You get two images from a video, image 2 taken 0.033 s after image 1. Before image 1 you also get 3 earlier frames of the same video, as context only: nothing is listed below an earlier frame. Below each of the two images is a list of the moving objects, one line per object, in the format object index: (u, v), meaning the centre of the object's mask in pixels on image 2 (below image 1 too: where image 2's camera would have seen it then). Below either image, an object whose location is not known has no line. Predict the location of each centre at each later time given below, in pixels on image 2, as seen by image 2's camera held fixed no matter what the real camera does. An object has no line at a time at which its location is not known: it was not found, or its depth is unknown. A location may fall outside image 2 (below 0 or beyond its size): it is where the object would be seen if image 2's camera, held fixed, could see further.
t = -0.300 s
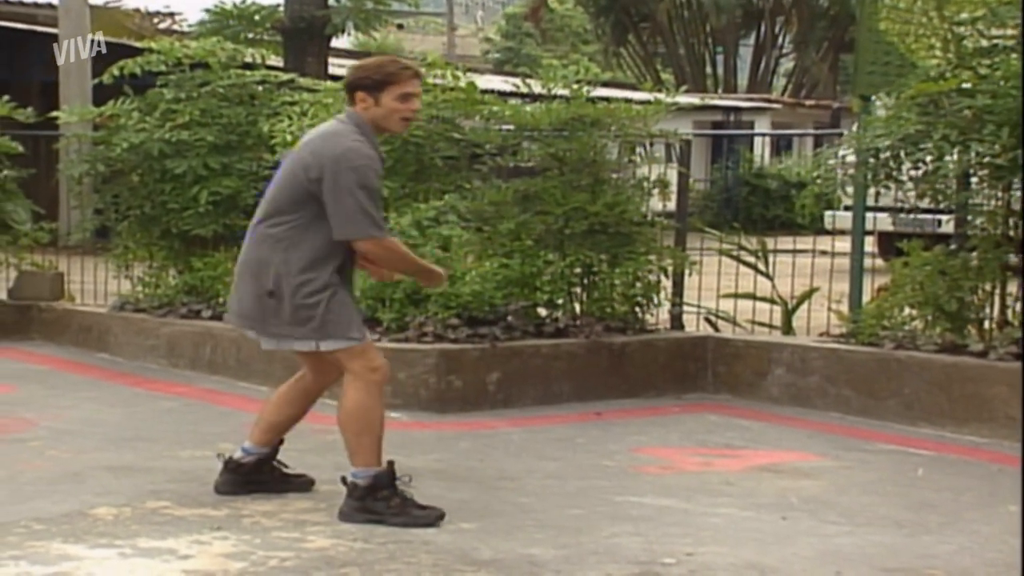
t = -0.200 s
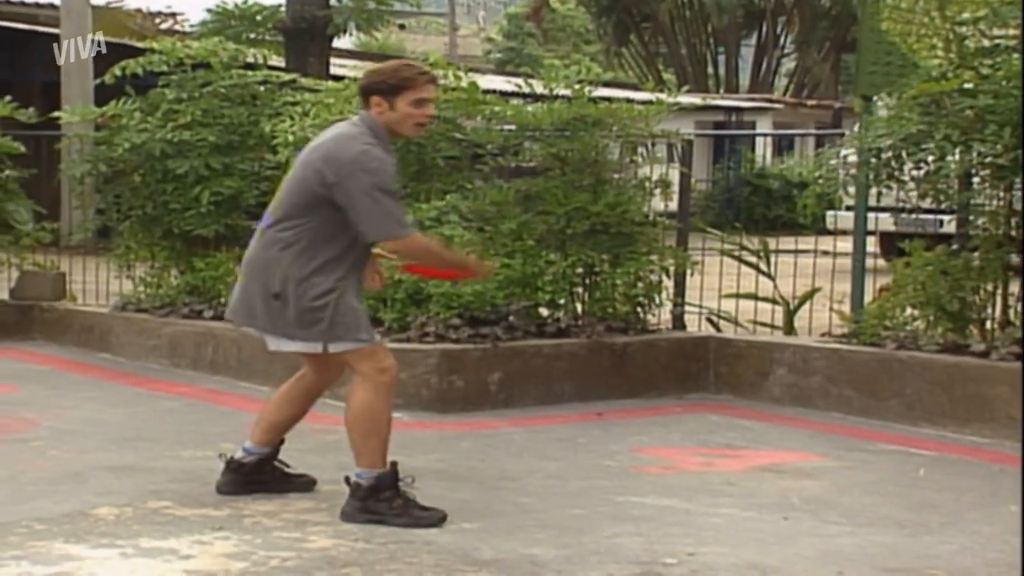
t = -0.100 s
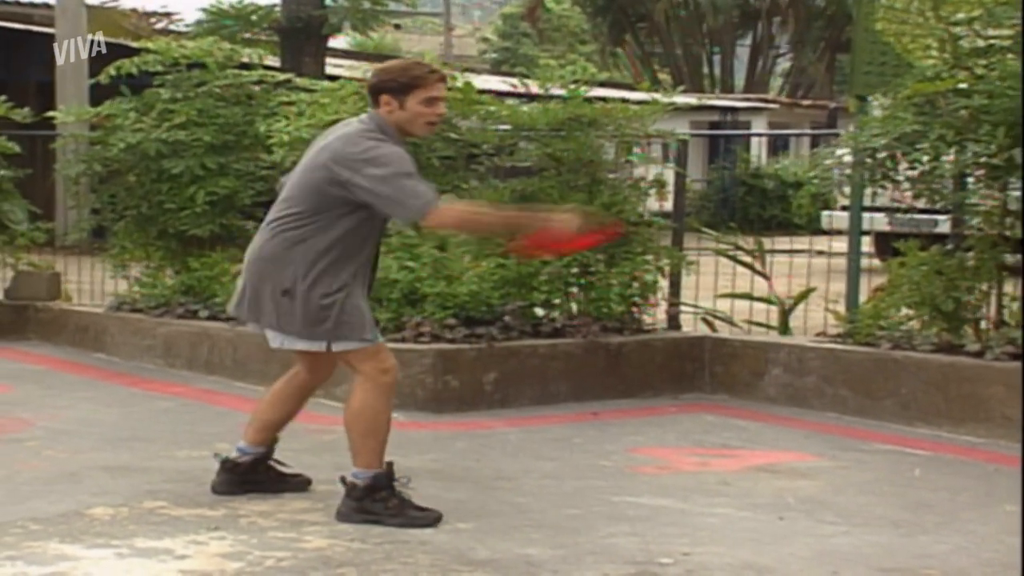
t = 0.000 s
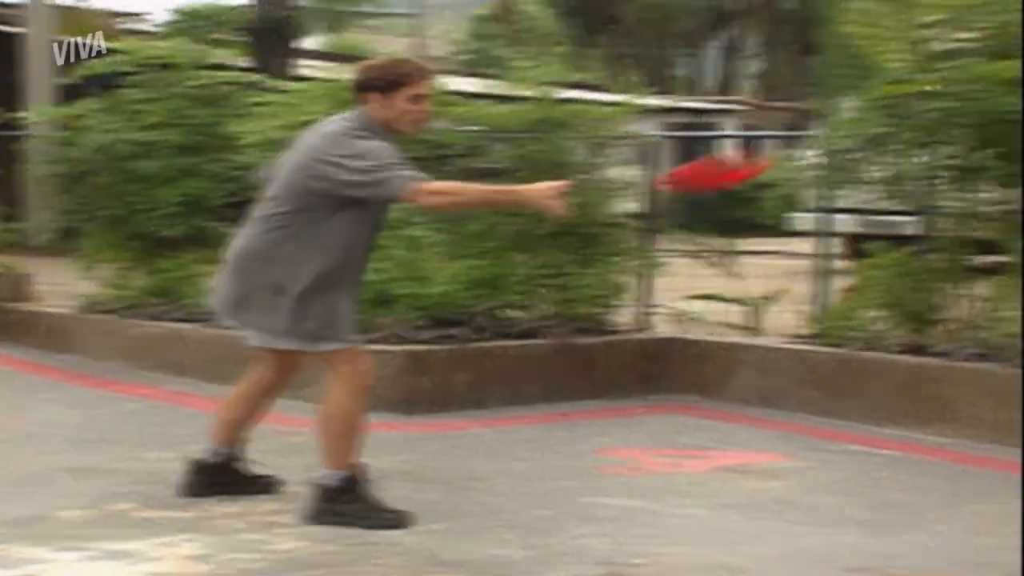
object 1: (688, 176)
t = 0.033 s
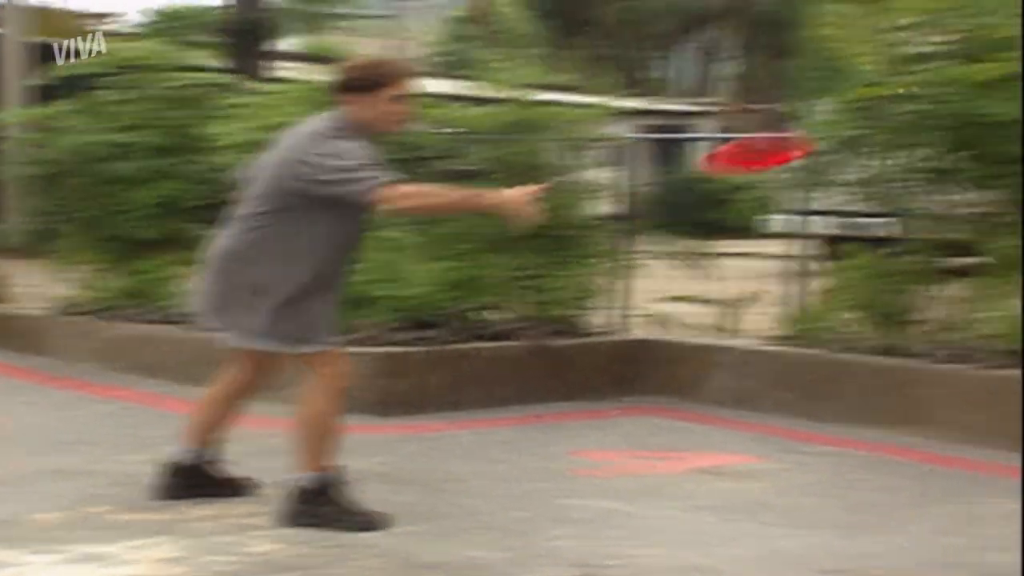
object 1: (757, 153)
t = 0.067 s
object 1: (823, 136)
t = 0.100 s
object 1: (894, 119)
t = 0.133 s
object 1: (971, 105)
